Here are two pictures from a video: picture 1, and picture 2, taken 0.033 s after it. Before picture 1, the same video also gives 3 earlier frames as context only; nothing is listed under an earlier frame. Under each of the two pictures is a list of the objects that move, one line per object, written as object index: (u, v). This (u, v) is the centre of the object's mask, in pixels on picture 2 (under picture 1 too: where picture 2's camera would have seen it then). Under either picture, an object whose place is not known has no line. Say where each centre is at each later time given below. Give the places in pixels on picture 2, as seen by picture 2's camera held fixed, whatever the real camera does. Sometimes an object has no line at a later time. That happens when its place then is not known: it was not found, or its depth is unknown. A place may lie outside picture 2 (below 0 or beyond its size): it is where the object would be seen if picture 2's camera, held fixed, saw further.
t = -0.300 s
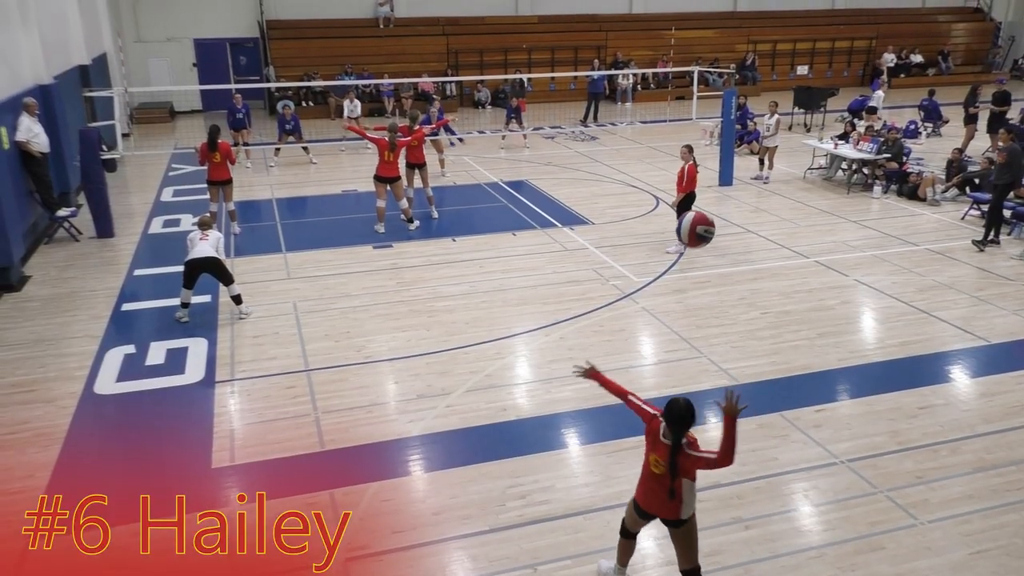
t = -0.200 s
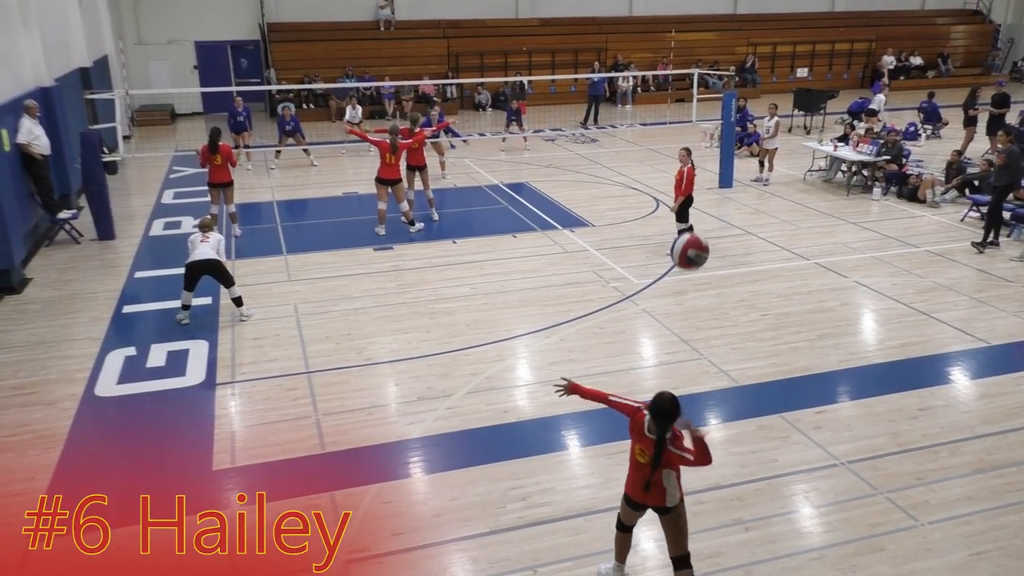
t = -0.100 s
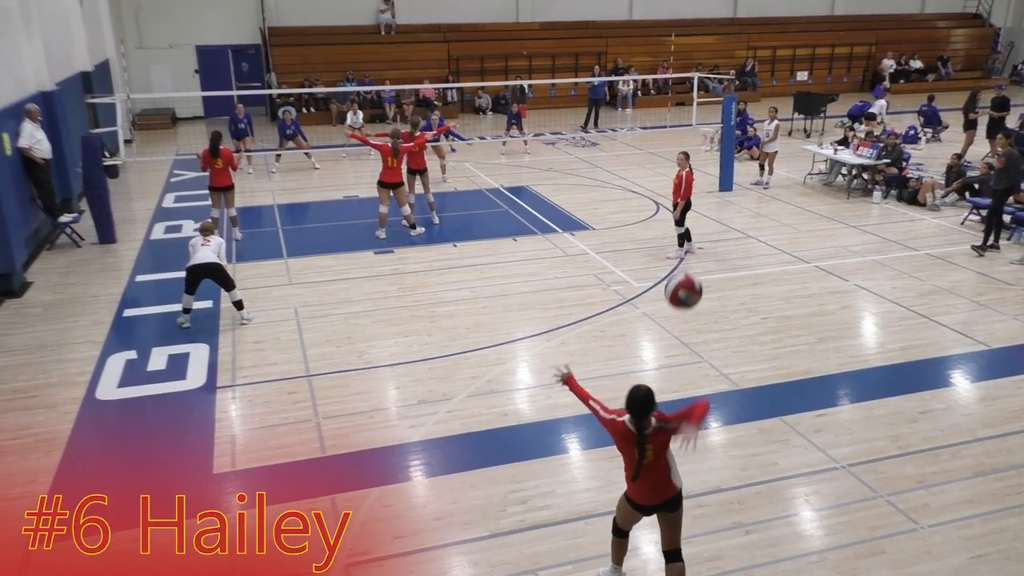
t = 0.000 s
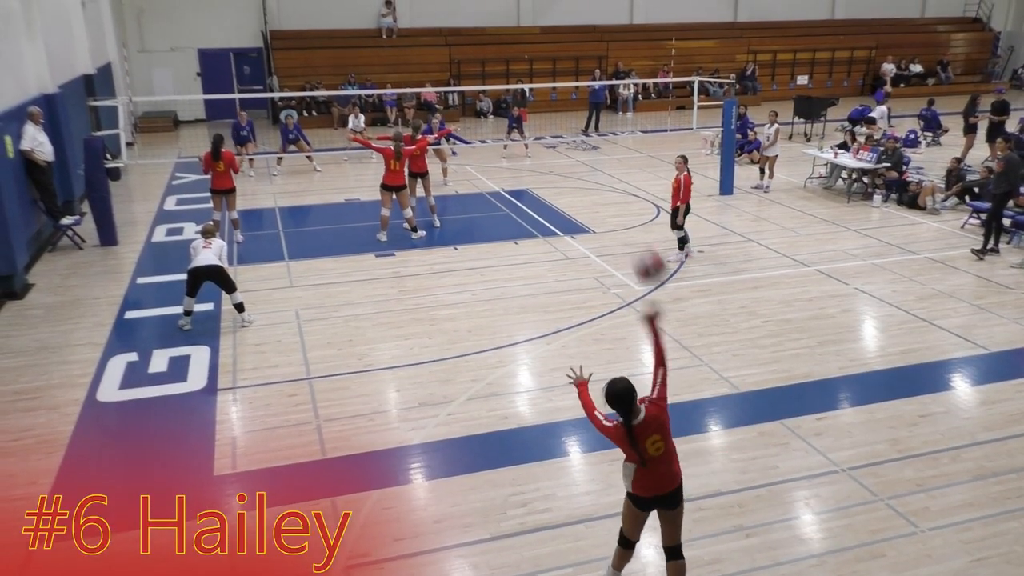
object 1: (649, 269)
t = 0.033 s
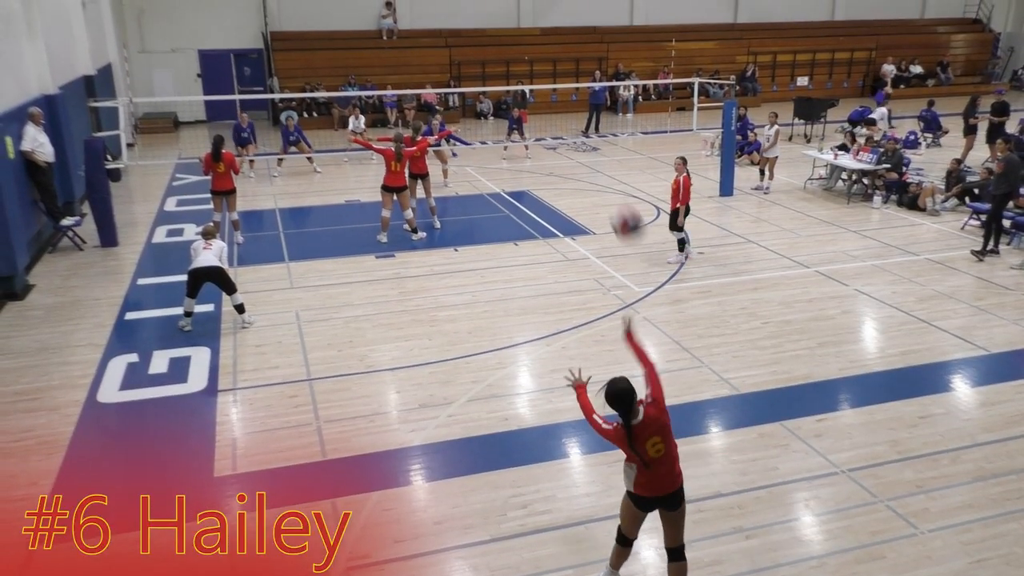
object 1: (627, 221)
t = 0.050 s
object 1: (616, 203)
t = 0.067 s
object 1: (606, 184)
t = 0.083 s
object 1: (598, 167)
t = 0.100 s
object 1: (589, 154)
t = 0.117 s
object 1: (582, 139)
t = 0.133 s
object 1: (573, 123)
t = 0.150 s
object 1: (566, 109)
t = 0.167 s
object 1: (559, 98)
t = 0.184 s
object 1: (553, 86)
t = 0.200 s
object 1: (546, 73)
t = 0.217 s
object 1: (540, 61)
